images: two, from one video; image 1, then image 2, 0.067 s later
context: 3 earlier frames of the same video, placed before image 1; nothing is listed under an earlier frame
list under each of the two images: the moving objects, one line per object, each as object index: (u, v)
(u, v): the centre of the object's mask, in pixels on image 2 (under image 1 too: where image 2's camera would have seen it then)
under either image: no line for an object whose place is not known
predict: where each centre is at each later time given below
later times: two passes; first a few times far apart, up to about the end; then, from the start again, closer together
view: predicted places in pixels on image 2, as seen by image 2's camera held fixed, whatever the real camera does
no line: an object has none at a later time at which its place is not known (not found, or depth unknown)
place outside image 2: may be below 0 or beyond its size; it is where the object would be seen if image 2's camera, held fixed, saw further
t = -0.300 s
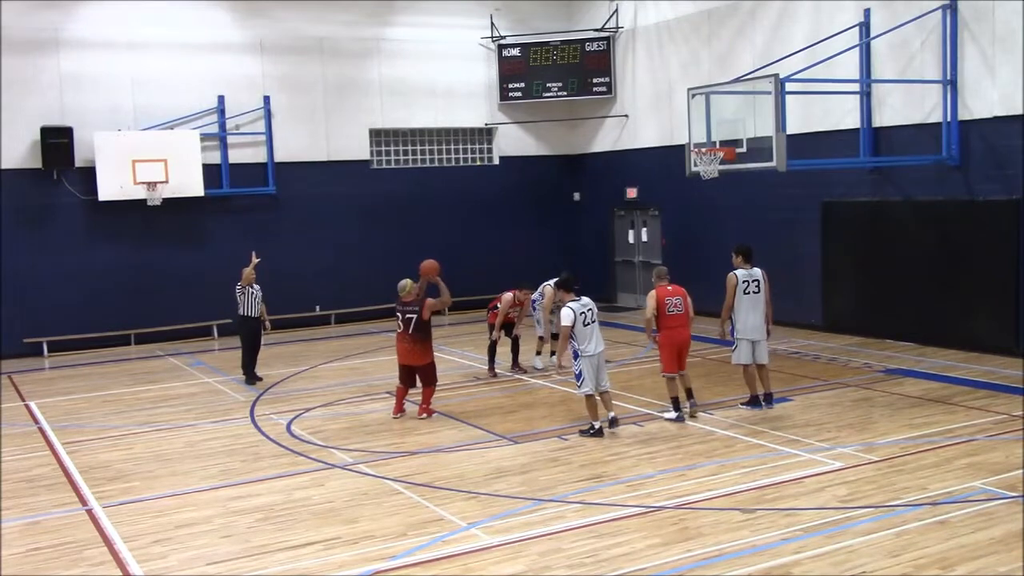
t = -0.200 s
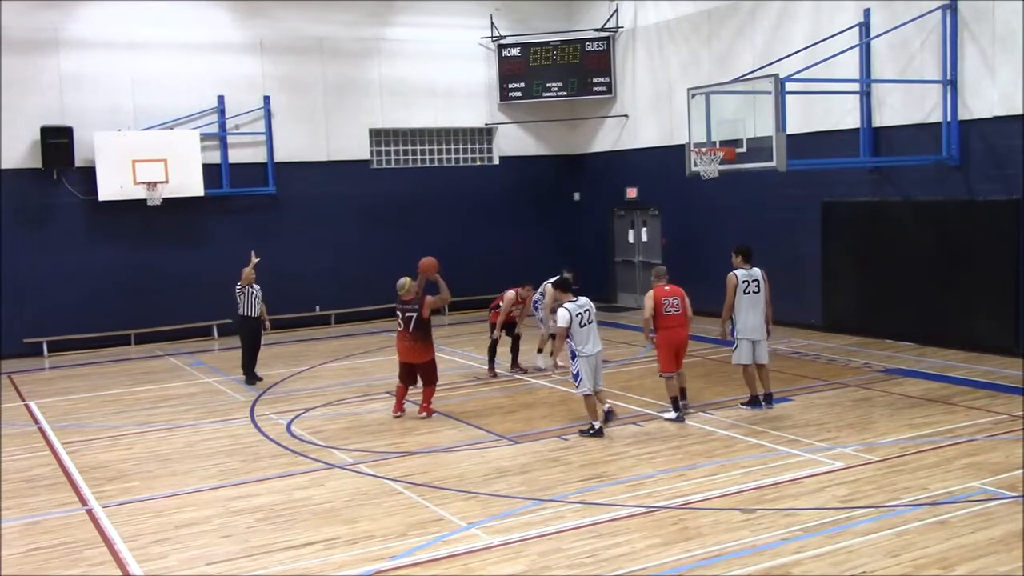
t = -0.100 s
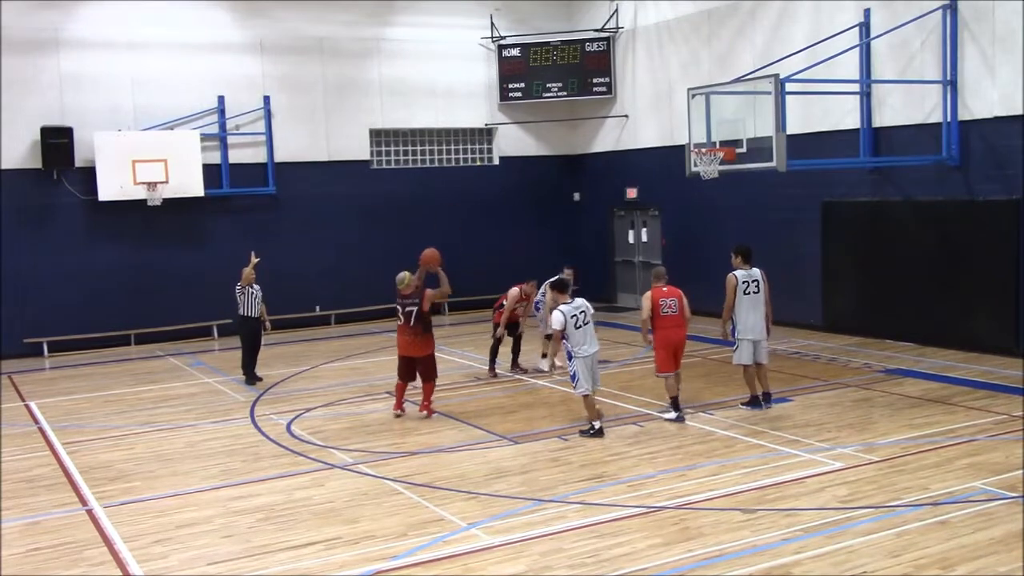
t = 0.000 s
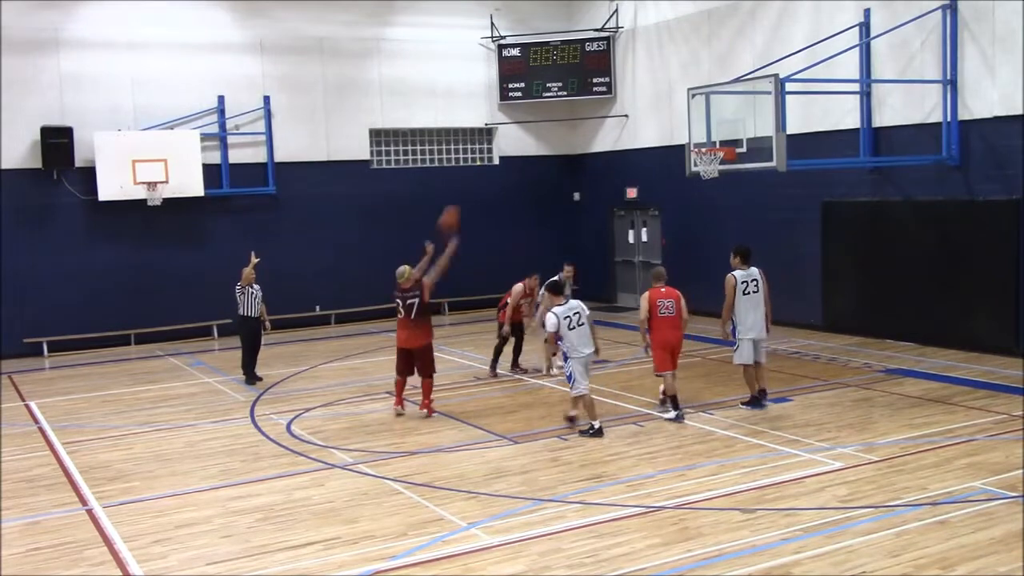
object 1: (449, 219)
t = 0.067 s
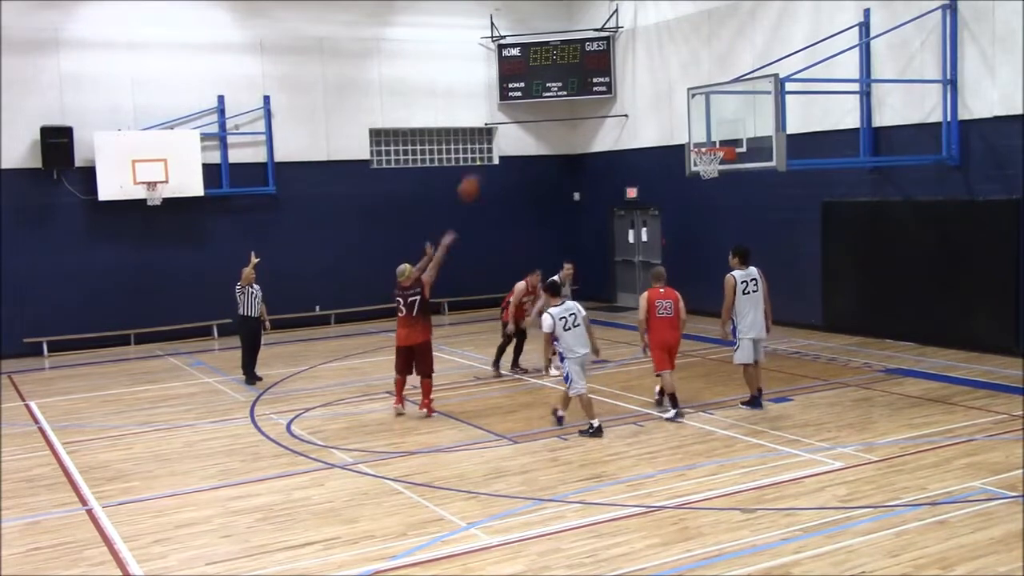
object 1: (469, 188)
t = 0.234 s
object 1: (517, 130)
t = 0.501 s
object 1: (585, 86)
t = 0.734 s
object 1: (646, 95)
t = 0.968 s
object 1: (700, 139)
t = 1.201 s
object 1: (712, 163)
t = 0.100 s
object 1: (477, 176)
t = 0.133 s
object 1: (487, 164)
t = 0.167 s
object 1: (497, 150)
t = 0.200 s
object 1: (508, 139)
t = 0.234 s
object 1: (517, 130)
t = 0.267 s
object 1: (527, 122)
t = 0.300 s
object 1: (534, 113)
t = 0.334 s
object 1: (542, 108)
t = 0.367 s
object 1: (552, 102)
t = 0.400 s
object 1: (560, 96)
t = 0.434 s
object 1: (571, 90)
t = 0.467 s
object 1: (579, 87)
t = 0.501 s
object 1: (585, 86)
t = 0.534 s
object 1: (594, 85)
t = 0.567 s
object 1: (604, 83)
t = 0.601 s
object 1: (613, 84)
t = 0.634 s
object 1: (622, 86)
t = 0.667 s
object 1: (630, 88)
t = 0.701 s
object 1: (638, 91)
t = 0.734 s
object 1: (646, 95)
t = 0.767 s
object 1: (654, 99)
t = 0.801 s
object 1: (662, 104)
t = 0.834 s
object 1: (670, 111)
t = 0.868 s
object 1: (677, 117)
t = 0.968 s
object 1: (700, 139)
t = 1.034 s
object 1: (711, 172)
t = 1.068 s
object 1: (715, 160)
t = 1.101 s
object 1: (713, 162)
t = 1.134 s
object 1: (715, 163)
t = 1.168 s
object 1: (713, 162)
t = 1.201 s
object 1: (712, 163)
